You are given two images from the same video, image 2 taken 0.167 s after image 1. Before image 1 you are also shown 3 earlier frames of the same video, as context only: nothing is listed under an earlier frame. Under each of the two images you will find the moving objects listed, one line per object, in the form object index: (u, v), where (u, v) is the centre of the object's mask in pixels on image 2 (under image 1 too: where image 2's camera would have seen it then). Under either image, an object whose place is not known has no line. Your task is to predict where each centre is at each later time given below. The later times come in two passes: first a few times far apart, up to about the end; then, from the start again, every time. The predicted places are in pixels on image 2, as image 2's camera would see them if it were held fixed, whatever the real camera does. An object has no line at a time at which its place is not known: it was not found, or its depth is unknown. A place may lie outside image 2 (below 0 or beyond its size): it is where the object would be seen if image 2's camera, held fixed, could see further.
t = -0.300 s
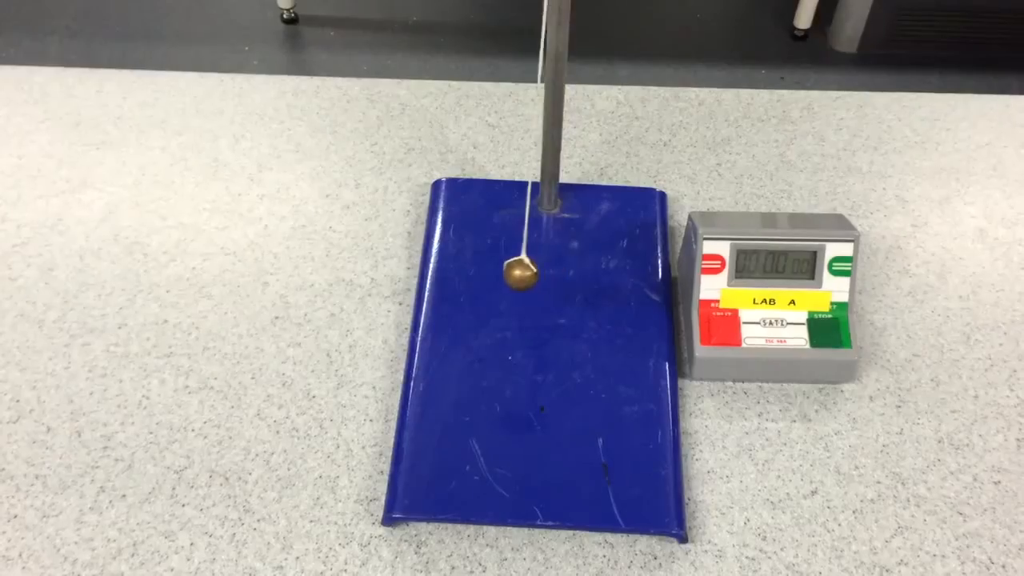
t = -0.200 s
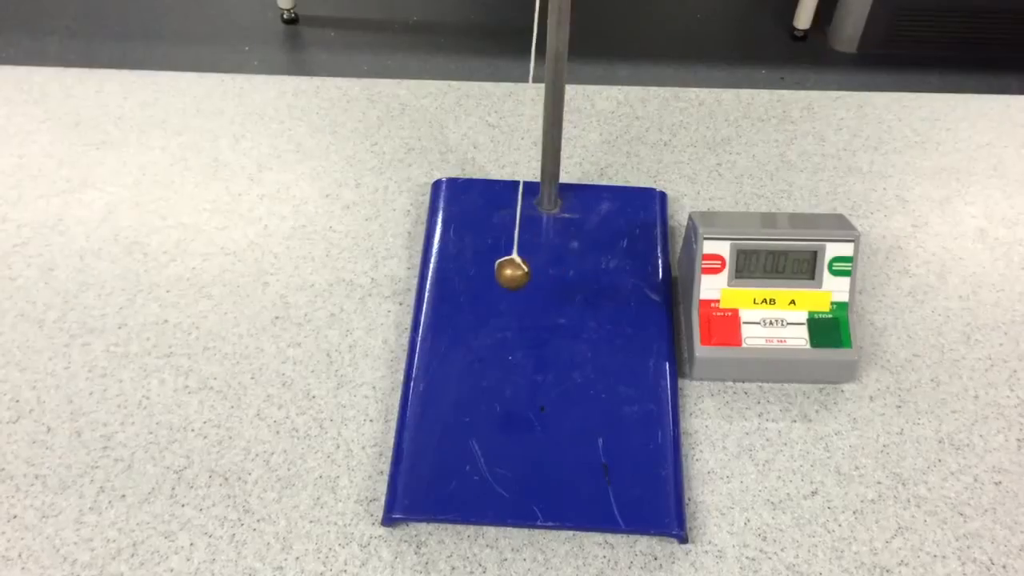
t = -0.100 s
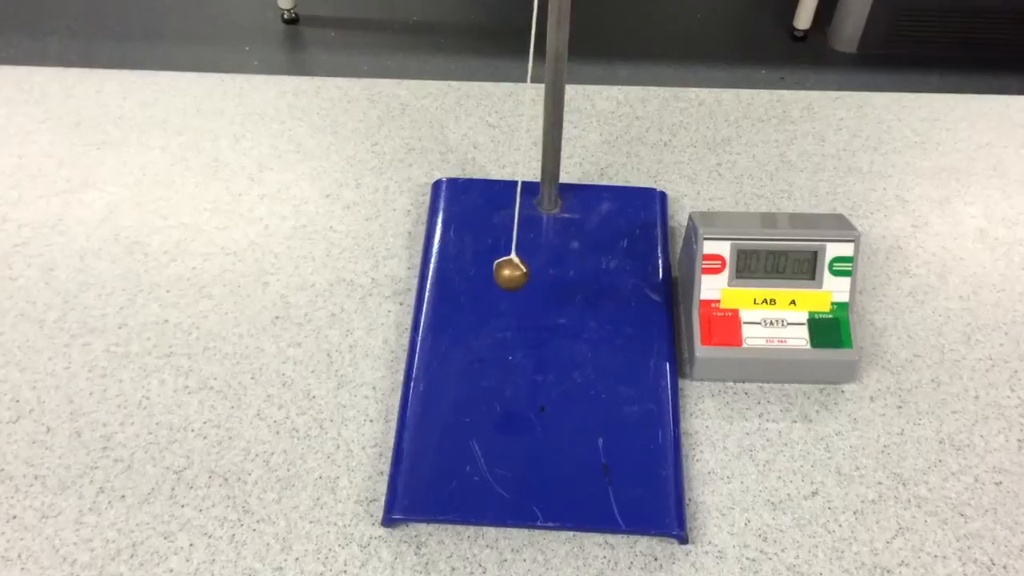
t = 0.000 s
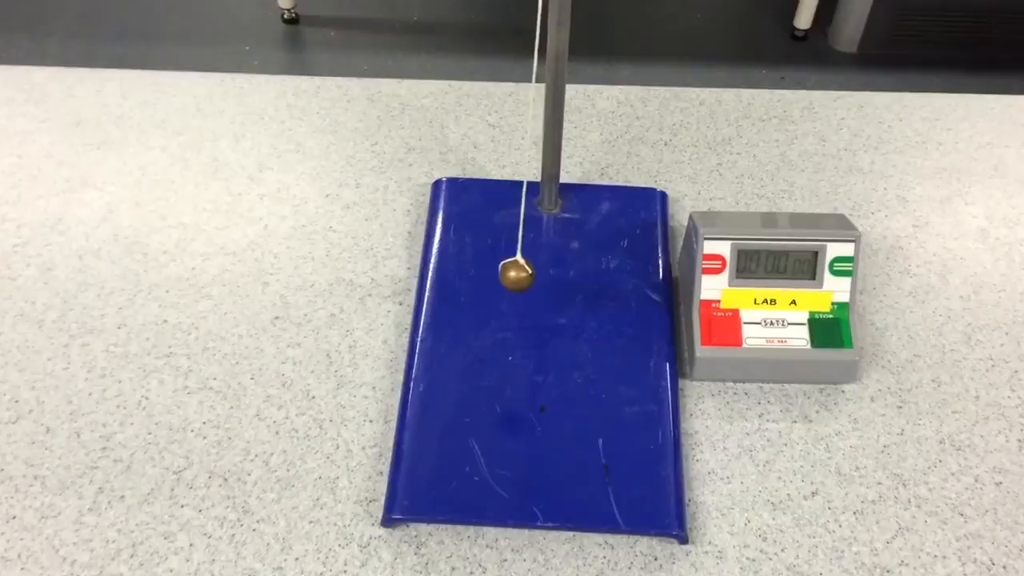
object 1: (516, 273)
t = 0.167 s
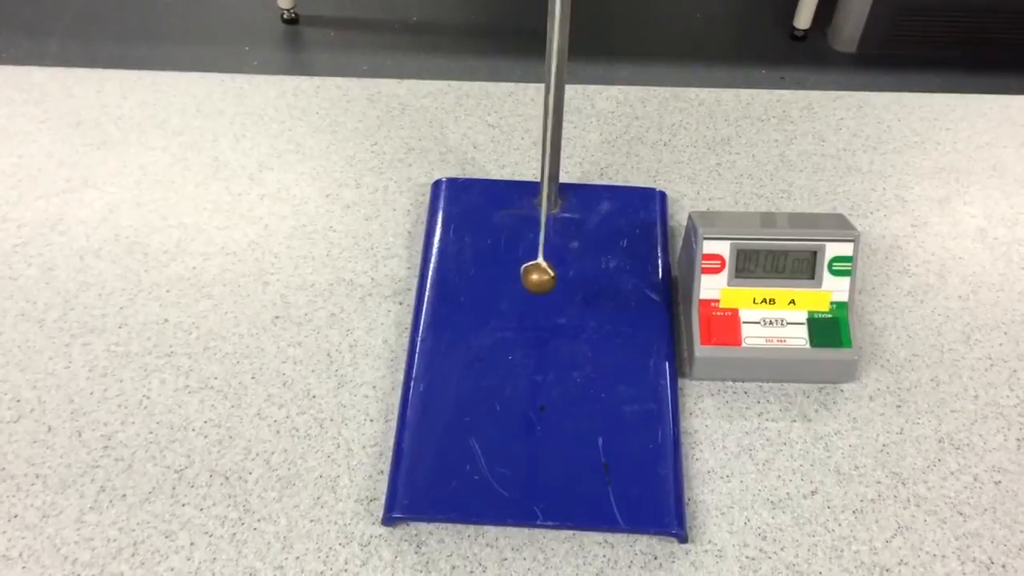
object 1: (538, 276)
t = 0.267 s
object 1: (555, 278)
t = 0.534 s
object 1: (584, 280)
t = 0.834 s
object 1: (561, 276)
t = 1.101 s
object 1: (519, 272)
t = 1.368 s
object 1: (514, 273)
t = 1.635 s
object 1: (552, 278)
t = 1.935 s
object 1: (584, 279)
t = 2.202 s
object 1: (564, 276)
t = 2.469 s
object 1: (522, 272)
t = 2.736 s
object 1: (513, 273)
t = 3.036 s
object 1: (554, 278)
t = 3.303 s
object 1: (584, 280)
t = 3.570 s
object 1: (567, 276)
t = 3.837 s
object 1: (525, 272)
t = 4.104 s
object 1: (512, 273)
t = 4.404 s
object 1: (551, 278)
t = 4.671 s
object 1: (583, 280)
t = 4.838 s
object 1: (580, 278)
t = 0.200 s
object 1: (544, 277)
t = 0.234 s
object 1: (549, 278)
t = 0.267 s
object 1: (555, 278)
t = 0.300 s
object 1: (560, 278)
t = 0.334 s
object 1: (566, 279)
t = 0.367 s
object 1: (570, 279)
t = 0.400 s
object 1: (574, 280)
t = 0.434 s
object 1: (578, 280)
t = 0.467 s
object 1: (581, 280)
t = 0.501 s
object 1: (583, 280)
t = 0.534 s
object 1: (584, 280)
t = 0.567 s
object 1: (585, 280)
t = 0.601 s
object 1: (584, 279)
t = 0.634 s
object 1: (583, 279)
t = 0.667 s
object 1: (581, 279)
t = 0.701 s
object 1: (578, 278)
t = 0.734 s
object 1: (575, 277)
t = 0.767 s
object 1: (571, 277)
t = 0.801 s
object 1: (566, 277)
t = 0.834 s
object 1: (561, 276)
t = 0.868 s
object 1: (555, 275)
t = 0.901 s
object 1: (550, 275)
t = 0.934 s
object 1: (544, 274)
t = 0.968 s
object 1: (539, 273)
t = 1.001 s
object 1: (533, 273)
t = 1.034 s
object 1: (528, 272)
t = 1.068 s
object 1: (524, 272)
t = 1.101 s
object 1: (519, 272)
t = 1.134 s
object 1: (516, 272)
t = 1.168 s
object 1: (513, 272)
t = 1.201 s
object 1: (511, 271)
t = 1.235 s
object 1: (510, 271)
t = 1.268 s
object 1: (510, 272)
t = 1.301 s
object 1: (511, 272)
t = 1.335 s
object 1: (512, 272)
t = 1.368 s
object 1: (514, 273)
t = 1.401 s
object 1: (517, 274)
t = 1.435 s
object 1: (521, 274)
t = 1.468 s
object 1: (525, 274)
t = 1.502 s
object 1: (530, 275)
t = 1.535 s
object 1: (535, 276)
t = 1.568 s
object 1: (540, 277)
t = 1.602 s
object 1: (546, 277)
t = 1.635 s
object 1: (552, 278)
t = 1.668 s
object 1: (557, 279)
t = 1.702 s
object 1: (562, 279)
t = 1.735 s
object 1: (568, 279)
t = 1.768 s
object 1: (572, 280)
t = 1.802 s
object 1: (576, 280)
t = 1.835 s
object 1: (579, 280)
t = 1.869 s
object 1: (582, 280)
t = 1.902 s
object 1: (584, 280)
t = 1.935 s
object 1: (584, 279)
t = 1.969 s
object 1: (584, 279)
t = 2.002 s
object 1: (584, 279)
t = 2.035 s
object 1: (582, 279)
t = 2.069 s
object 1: (580, 278)
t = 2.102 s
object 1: (577, 278)
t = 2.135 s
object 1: (573, 277)
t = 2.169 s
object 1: (568, 276)
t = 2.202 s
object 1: (564, 276)
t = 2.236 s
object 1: (558, 276)
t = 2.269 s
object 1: (553, 275)
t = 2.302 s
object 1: (547, 274)
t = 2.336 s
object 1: (542, 274)
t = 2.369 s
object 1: (536, 273)
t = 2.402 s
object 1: (531, 273)
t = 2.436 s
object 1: (526, 272)
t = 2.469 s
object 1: (522, 272)
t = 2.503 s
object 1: (518, 272)
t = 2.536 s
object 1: (515, 272)
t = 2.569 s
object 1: (513, 272)
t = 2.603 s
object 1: (511, 272)
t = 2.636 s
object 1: (511, 272)
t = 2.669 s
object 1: (510, 272)
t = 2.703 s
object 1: (511, 272)
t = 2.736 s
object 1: (513, 273)
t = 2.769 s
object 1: (516, 273)
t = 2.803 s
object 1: (519, 274)
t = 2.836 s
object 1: (523, 275)
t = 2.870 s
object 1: (527, 275)
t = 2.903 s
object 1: (532, 276)
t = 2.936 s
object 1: (537, 277)
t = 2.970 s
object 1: (543, 277)
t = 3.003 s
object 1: (548, 278)
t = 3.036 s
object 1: (554, 278)
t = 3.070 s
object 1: (559, 279)
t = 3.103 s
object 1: (565, 279)
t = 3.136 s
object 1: (569, 279)
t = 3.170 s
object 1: (573, 280)
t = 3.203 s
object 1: (577, 280)
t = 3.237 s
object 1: (580, 280)
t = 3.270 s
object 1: (582, 280)
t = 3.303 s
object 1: (584, 280)
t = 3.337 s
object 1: (584, 279)
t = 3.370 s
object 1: (584, 279)
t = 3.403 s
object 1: (583, 279)
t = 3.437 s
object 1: (581, 279)
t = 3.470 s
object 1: (579, 278)
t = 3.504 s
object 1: (575, 277)
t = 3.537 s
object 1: (571, 276)
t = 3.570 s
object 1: (567, 276)
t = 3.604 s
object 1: (562, 275)
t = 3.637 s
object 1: (556, 274)
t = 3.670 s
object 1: (551, 274)
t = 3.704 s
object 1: (545, 274)
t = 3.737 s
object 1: (540, 273)
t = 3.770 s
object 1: (534, 273)
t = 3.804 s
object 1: (529, 273)
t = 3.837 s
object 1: (525, 272)
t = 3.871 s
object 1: (520, 272)
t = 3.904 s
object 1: (517, 272)
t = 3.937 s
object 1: (514, 272)
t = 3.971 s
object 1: (512, 272)
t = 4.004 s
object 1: (511, 272)
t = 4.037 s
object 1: (511, 272)
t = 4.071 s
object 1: (511, 272)
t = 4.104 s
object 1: (512, 273)
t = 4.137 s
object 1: (514, 273)
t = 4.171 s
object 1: (517, 274)
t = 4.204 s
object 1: (521, 275)
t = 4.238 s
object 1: (525, 275)
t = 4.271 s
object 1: (529, 276)
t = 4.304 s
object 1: (534, 277)
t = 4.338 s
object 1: (539, 277)
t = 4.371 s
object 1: (545, 277)
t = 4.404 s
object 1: (551, 278)
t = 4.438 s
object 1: (556, 278)
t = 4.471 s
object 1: (562, 279)
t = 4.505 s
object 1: (567, 279)
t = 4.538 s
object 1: (571, 279)
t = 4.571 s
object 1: (575, 280)
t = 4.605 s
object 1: (578, 280)
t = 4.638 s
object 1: (581, 280)
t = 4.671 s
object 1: (583, 280)
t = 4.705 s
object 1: (584, 280)
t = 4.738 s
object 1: (584, 279)
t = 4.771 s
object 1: (583, 279)
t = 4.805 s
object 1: (582, 279)
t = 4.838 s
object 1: (580, 278)
